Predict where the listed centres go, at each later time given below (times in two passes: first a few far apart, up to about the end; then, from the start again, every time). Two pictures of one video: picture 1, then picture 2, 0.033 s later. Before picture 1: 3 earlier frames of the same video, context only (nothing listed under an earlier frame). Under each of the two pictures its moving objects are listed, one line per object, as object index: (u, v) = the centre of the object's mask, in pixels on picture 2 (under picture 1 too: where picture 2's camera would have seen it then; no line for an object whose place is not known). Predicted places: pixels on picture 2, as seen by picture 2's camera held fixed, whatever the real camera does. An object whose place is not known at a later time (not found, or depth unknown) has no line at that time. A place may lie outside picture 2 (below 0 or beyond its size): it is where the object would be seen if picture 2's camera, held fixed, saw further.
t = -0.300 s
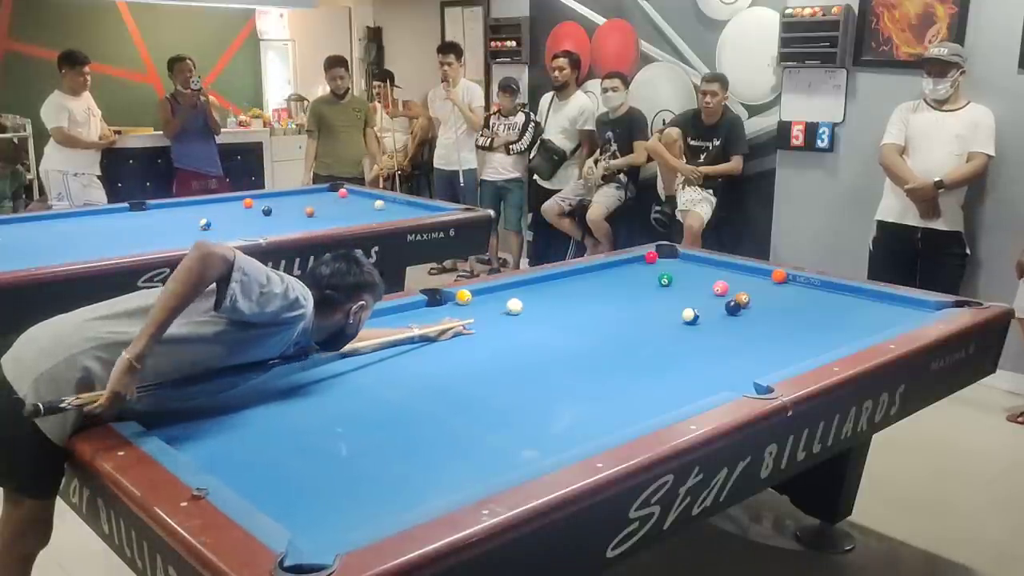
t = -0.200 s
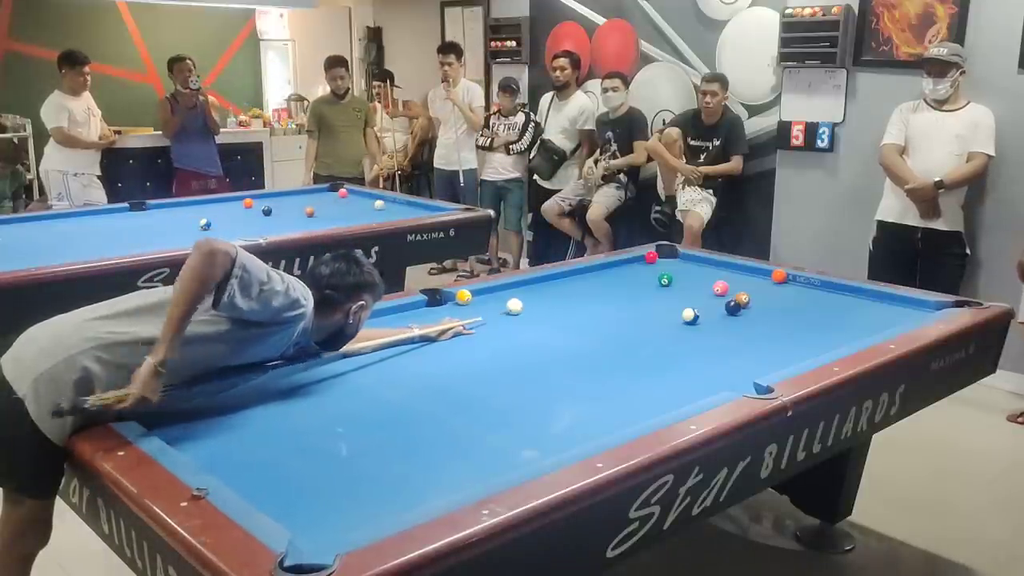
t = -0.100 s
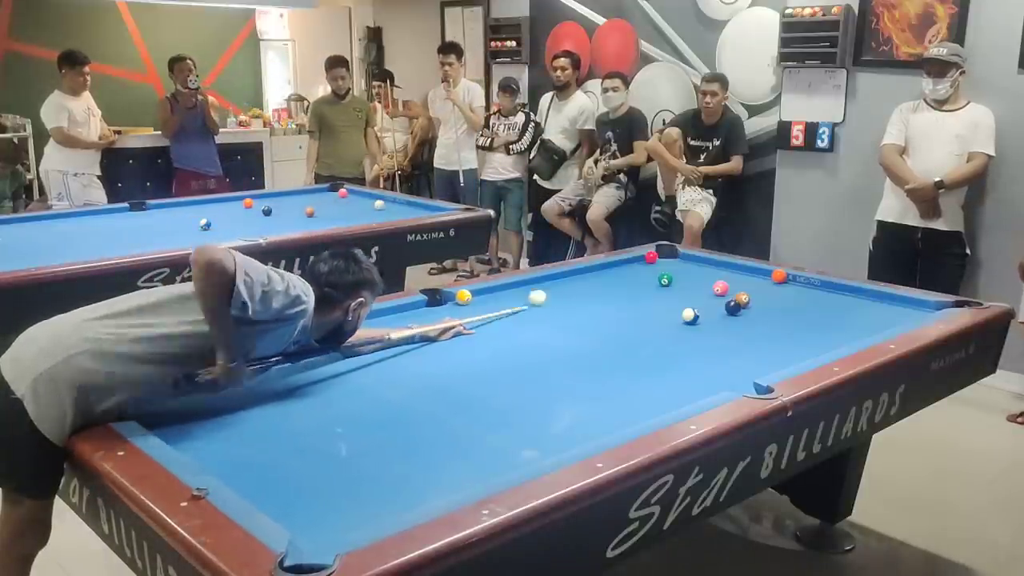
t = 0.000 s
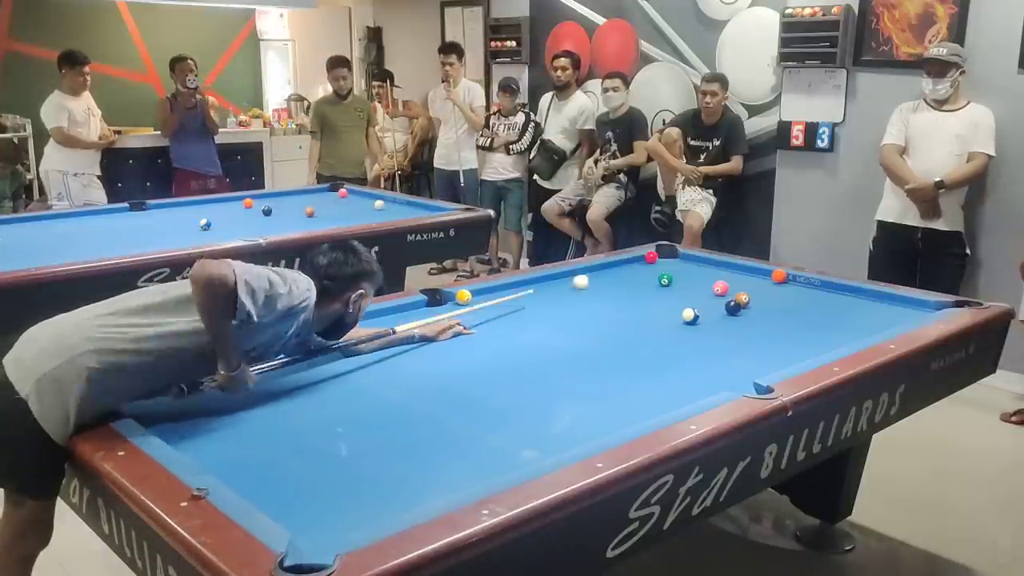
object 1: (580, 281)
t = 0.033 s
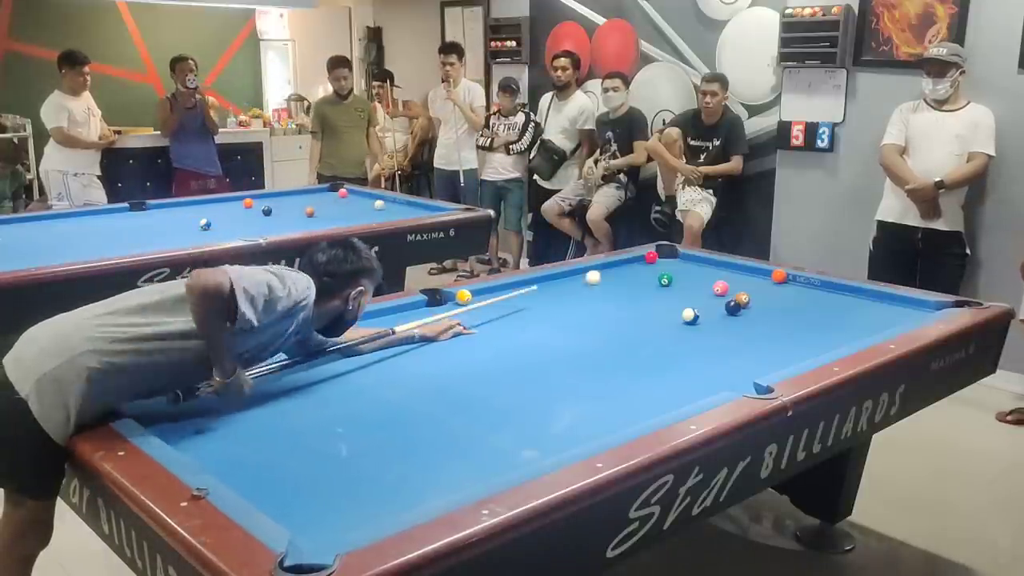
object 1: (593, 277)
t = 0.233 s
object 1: (642, 258)
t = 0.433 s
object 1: (638, 260)
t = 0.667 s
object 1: (635, 262)
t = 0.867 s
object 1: (632, 264)
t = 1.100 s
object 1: (630, 266)
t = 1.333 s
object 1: (627, 268)
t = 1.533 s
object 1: (626, 270)
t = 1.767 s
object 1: (624, 271)
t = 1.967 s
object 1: (623, 272)
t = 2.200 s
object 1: (622, 274)
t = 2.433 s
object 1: (620, 275)
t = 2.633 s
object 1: (620, 275)
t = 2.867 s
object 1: (619, 276)
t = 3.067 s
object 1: (619, 276)
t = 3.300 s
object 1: (619, 276)
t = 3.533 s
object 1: (619, 276)
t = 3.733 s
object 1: (619, 276)
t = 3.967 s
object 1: (619, 276)
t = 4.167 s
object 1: (619, 276)
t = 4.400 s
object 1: (619, 276)
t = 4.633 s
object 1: (619, 276)
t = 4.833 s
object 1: (619, 276)
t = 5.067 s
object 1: (619, 276)
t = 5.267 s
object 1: (619, 276)
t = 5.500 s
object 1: (619, 276)
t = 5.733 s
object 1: (619, 276)
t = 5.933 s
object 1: (619, 276)
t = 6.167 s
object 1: (619, 276)
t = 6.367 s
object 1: (619, 276)
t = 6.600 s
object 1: (619, 276)
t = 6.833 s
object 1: (619, 276)
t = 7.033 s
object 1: (619, 276)
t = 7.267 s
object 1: (619, 276)
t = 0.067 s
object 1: (604, 273)
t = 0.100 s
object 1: (615, 269)
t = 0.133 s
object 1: (624, 265)
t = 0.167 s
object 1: (633, 262)
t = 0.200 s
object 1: (641, 259)
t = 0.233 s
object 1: (642, 258)
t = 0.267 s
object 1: (641, 258)
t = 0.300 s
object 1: (640, 259)
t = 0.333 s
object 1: (640, 259)
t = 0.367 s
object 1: (639, 259)
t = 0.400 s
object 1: (639, 260)
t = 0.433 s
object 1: (638, 260)
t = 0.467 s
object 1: (638, 260)
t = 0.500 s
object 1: (637, 261)
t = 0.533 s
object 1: (637, 261)
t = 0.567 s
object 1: (636, 261)
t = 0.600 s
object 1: (636, 262)
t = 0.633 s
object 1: (635, 262)
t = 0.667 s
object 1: (635, 262)
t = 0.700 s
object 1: (634, 263)
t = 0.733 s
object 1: (634, 263)
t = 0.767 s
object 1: (633, 263)
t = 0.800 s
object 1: (633, 264)
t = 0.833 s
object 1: (633, 264)
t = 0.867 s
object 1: (632, 264)
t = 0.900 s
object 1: (632, 265)
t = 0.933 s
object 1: (632, 265)
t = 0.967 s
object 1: (631, 265)
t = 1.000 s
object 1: (631, 266)
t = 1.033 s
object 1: (630, 266)
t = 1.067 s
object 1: (630, 266)
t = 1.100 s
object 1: (630, 266)
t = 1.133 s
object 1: (629, 267)
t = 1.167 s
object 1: (629, 267)
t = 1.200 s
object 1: (629, 267)
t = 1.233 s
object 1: (628, 268)
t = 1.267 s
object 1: (628, 268)
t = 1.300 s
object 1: (628, 268)
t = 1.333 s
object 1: (627, 268)
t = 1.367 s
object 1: (627, 269)
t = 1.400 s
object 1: (627, 269)
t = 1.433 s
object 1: (627, 269)
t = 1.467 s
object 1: (626, 269)
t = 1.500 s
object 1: (626, 270)
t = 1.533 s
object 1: (626, 270)
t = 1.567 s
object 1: (626, 270)
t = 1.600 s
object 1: (625, 270)
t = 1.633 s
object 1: (625, 270)
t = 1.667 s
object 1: (625, 271)
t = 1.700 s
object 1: (625, 271)
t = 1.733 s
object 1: (624, 271)
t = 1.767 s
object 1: (624, 271)
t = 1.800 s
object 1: (624, 271)
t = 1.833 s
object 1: (624, 272)
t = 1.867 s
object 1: (624, 272)
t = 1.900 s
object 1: (623, 272)
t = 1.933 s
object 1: (623, 272)
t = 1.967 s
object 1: (623, 272)
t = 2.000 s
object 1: (622, 273)
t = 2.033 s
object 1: (622, 273)
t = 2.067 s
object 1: (622, 273)
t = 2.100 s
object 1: (622, 273)
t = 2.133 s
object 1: (622, 273)
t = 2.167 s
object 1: (621, 274)
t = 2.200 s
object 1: (622, 274)
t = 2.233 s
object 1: (621, 274)
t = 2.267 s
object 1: (621, 274)
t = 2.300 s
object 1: (621, 274)
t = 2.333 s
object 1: (621, 274)
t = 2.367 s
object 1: (621, 274)
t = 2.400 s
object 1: (621, 274)
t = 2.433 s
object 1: (620, 275)
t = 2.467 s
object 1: (620, 275)
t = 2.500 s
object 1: (620, 275)
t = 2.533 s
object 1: (620, 275)
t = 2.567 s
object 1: (620, 275)
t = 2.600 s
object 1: (620, 275)
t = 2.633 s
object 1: (620, 275)
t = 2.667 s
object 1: (620, 275)
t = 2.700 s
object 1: (620, 275)
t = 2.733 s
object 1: (620, 275)
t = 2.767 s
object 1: (620, 275)
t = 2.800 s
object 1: (619, 276)
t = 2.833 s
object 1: (619, 275)
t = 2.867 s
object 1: (619, 276)
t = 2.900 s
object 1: (619, 276)
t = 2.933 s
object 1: (619, 276)
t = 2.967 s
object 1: (619, 276)
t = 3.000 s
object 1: (619, 276)
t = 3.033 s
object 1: (619, 276)
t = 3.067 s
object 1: (619, 276)
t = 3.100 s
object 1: (619, 276)
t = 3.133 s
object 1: (619, 276)
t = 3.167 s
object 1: (619, 276)
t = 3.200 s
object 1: (619, 276)
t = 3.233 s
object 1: (619, 276)
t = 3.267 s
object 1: (619, 276)
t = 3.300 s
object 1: (619, 276)
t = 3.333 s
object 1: (619, 276)
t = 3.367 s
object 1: (619, 276)
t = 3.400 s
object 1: (619, 276)
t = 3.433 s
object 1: (619, 276)
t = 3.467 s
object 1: (619, 276)
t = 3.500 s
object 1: (619, 276)
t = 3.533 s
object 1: (619, 276)
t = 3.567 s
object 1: (619, 276)
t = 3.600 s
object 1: (619, 276)
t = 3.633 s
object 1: (619, 276)
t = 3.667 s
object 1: (619, 276)
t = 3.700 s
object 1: (619, 276)
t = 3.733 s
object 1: (619, 276)
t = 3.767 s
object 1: (619, 276)
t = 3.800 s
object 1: (619, 276)
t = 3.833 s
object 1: (619, 276)
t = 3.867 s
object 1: (619, 276)
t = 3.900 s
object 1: (619, 276)
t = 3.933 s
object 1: (619, 276)
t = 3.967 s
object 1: (619, 276)
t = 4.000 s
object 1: (619, 276)
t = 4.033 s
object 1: (619, 276)
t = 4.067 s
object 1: (619, 276)
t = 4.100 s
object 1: (619, 276)
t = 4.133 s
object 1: (619, 276)
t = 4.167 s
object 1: (619, 276)
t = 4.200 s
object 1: (619, 276)
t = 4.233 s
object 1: (619, 276)
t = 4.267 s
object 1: (619, 276)
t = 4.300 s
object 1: (619, 276)
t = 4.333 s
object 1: (619, 276)
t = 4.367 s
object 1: (619, 276)
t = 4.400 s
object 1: (619, 276)
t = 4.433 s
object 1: (619, 276)
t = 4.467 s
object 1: (619, 276)
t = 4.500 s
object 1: (619, 276)
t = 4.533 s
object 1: (619, 276)
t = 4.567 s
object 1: (619, 276)
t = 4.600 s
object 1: (619, 276)
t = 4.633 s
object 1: (619, 276)
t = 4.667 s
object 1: (619, 276)
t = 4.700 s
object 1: (619, 276)
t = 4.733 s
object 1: (619, 276)
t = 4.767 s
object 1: (619, 276)
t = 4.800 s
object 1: (619, 276)
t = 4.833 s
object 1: (619, 276)
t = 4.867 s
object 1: (619, 276)
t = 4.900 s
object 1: (619, 276)
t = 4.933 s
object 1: (619, 276)
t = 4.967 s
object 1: (619, 276)
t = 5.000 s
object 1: (619, 276)
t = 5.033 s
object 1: (619, 276)
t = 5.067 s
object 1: (619, 276)
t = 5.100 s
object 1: (619, 276)
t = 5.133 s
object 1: (619, 276)
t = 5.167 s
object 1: (619, 276)
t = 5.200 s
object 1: (619, 276)
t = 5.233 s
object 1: (619, 276)
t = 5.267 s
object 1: (619, 276)
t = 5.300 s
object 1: (619, 276)
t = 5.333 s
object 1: (619, 276)
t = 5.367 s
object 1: (619, 276)
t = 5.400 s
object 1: (619, 276)
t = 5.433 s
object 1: (619, 276)
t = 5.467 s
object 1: (619, 276)
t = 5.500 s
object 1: (619, 276)
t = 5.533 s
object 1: (619, 276)
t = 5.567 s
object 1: (619, 276)
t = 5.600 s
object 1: (619, 276)
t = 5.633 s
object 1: (619, 276)
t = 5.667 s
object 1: (619, 276)
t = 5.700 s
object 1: (619, 276)
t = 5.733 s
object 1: (619, 276)
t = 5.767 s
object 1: (619, 276)
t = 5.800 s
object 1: (619, 276)
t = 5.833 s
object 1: (619, 276)
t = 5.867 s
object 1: (619, 276)
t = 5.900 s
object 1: (619, 276)
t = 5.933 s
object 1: (619, 276)
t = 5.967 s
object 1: (619, 276)
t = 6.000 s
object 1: (619, 276)
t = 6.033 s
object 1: (619, 276)
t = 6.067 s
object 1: (619, 276)
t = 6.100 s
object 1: (619, 276)
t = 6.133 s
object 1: (619, 276)
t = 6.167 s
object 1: (619, 276)
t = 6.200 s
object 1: (619, 276)
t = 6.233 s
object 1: (619, 276)
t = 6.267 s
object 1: (619, 276)
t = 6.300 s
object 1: (619, 276)
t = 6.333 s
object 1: (619, 276)
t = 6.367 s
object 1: (619, 276)
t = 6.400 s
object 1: (619, 276)
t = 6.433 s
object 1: (619, 276)
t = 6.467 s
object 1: (619, 276)
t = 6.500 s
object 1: (619, 276)
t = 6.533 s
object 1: (619, 276)
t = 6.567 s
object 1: (619, 276)
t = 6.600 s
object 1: (619, 276)
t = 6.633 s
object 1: (619, 276)
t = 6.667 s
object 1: (619, 276)
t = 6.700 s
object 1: (619, 276)
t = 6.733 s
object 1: (619, 276)
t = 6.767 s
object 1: (619, 276)
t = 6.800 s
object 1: (619, 276)
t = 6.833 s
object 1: (619, 276)
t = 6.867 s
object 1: (619, 276)
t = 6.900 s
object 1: (619, 276)
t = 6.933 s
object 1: (619, 276)
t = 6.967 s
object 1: (619, 276)
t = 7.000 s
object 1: (619, 276)
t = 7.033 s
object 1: (619, 276)
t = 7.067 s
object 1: (619, 276)
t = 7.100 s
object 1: (619, 276)
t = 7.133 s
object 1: (619, 276)
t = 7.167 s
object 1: (619, 276)
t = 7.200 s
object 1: (619, 276)
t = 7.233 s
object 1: (619, 276)
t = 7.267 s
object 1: (619, 276)
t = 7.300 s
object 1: (619, 276)
